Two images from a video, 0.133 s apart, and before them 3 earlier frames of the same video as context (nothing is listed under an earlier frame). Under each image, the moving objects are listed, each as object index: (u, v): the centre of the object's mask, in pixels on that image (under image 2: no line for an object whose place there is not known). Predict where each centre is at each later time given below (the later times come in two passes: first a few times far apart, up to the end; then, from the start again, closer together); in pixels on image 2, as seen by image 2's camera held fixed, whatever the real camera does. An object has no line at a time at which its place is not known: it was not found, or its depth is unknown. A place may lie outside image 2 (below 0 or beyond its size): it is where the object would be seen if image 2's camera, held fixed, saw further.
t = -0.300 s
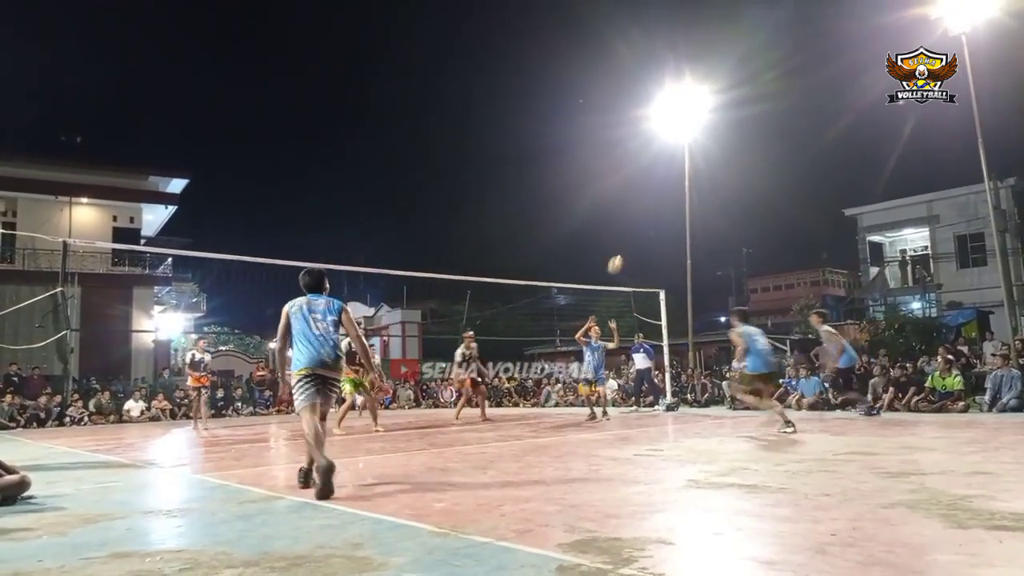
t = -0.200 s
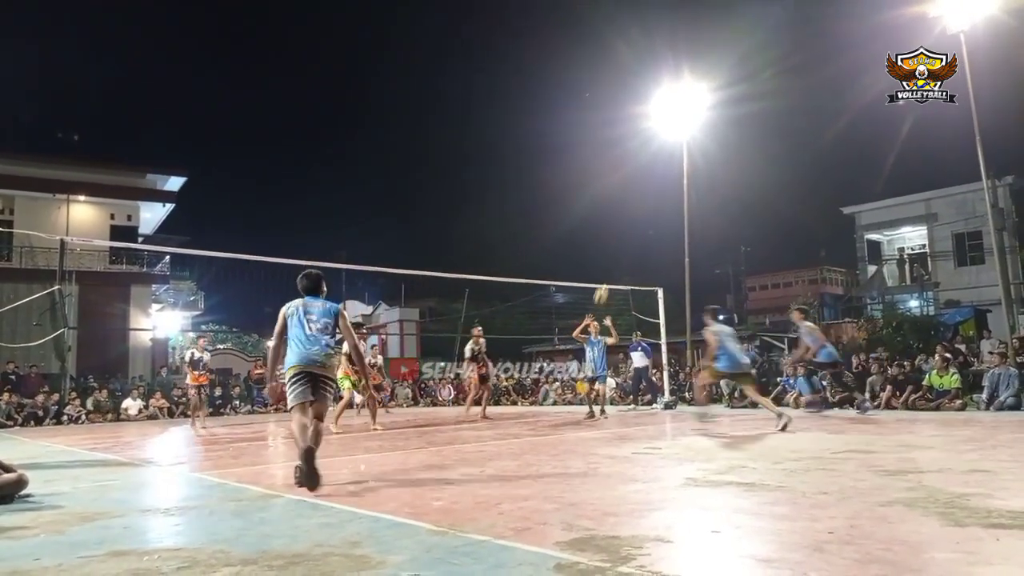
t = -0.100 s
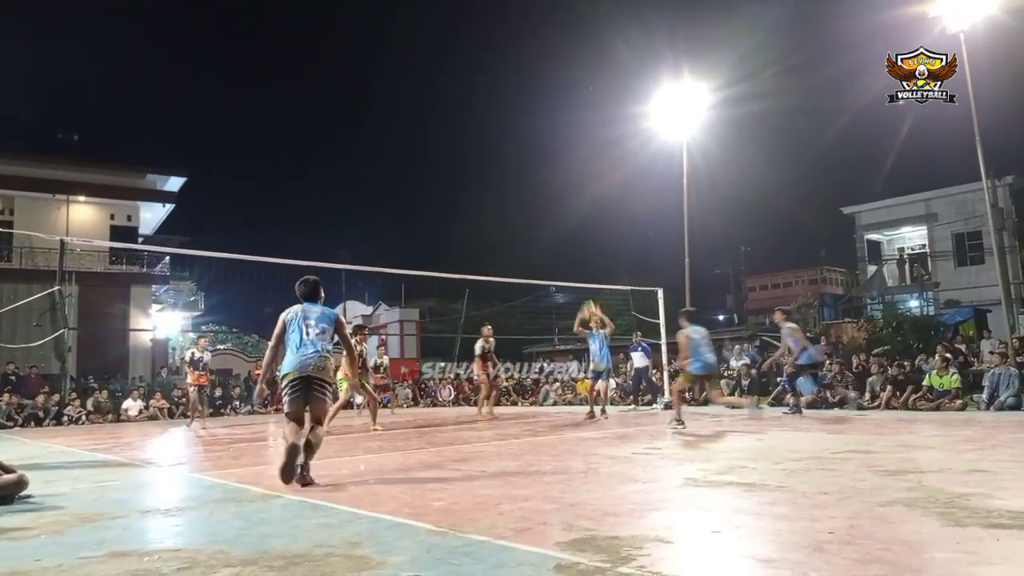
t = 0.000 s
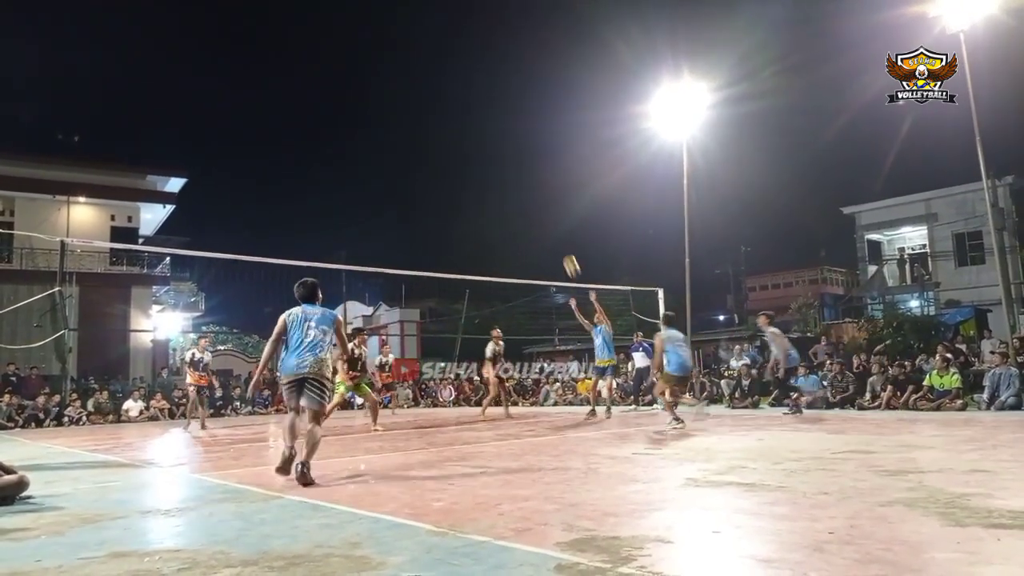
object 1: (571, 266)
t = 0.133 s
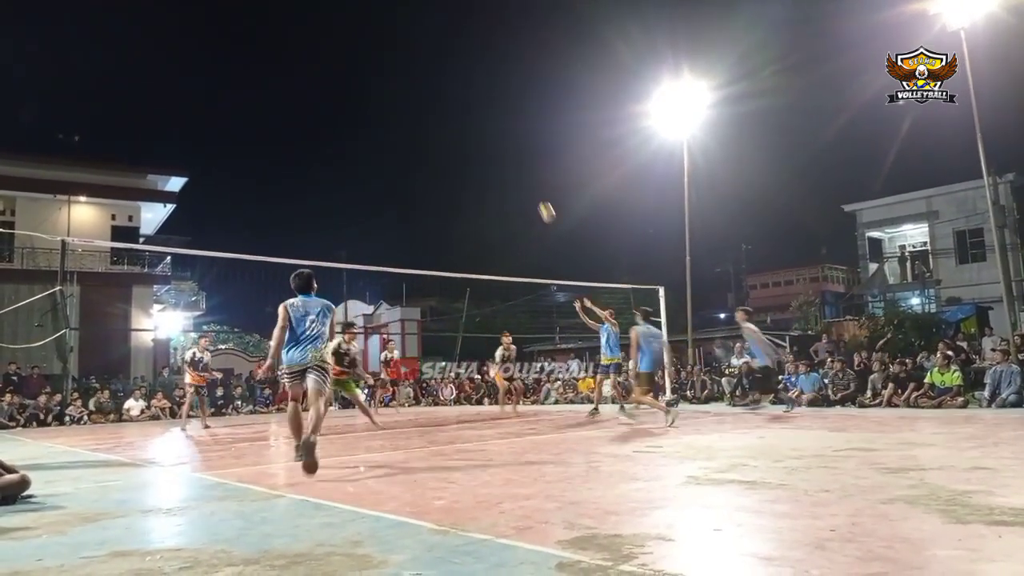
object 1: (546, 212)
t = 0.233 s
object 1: (527, 178)
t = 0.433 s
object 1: (488, 127)
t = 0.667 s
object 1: (441, 98)
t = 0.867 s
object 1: (399, 102)
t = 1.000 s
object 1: (369, 121)
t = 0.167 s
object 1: (540, 200)
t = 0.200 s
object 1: (534, 190)
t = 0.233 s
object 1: (527, 178)
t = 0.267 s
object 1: (521, 168)
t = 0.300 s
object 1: (514, 159)
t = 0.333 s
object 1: (508, 150)
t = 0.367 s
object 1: (501, 142)
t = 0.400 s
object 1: (495, 135)
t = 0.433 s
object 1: (488, 127)
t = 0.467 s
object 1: (481, 121)
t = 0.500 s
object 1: (475, 116)
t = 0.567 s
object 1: (461, 107)
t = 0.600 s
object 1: (455, 103)
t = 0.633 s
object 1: (448, 100)
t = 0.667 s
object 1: (441, 98)
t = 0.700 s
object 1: (434, 97)
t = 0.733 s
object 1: (427, 97)
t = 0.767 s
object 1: (420, 97)
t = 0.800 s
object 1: (413, 98)
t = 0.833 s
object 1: (406, 100)
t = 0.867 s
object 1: (399, 102)
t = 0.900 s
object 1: (391, 106)
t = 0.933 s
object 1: (384, 110)
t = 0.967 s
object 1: (376, 115)
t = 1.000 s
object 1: (369, 121)
